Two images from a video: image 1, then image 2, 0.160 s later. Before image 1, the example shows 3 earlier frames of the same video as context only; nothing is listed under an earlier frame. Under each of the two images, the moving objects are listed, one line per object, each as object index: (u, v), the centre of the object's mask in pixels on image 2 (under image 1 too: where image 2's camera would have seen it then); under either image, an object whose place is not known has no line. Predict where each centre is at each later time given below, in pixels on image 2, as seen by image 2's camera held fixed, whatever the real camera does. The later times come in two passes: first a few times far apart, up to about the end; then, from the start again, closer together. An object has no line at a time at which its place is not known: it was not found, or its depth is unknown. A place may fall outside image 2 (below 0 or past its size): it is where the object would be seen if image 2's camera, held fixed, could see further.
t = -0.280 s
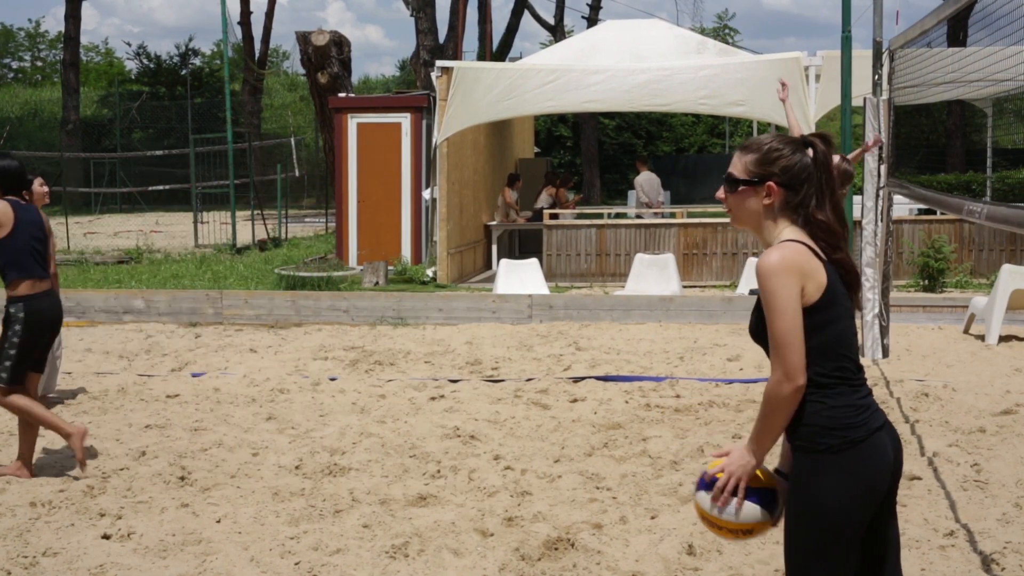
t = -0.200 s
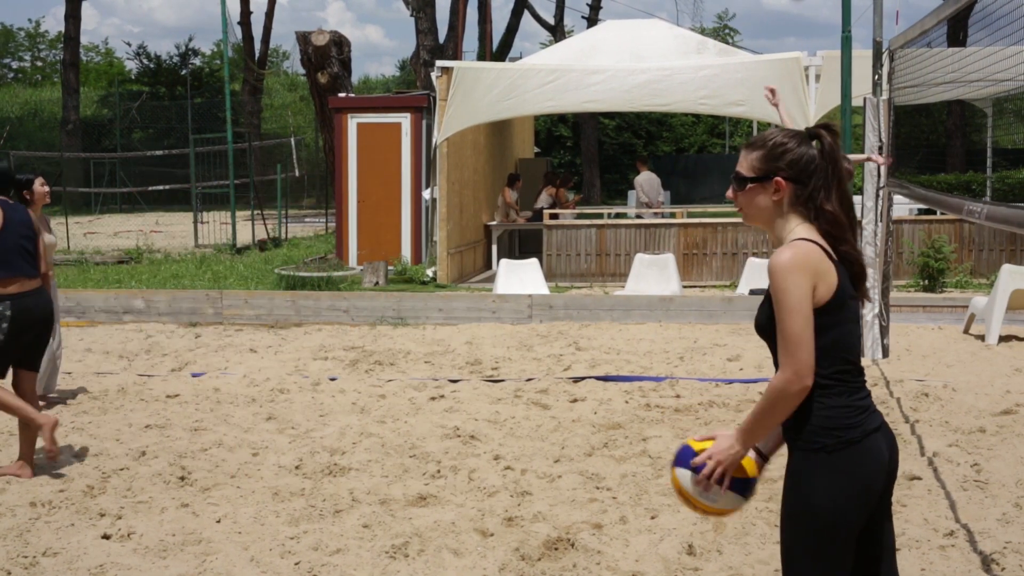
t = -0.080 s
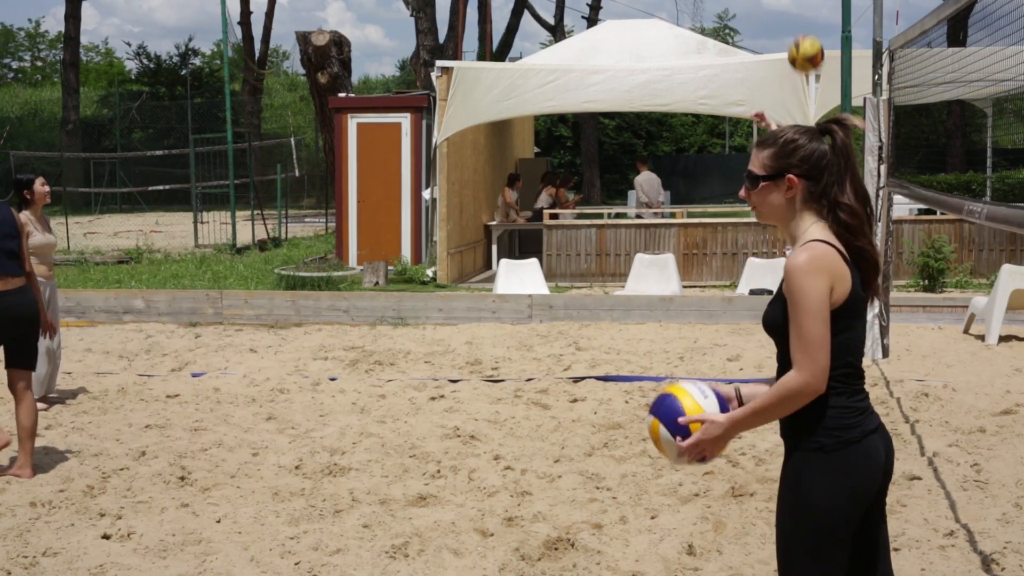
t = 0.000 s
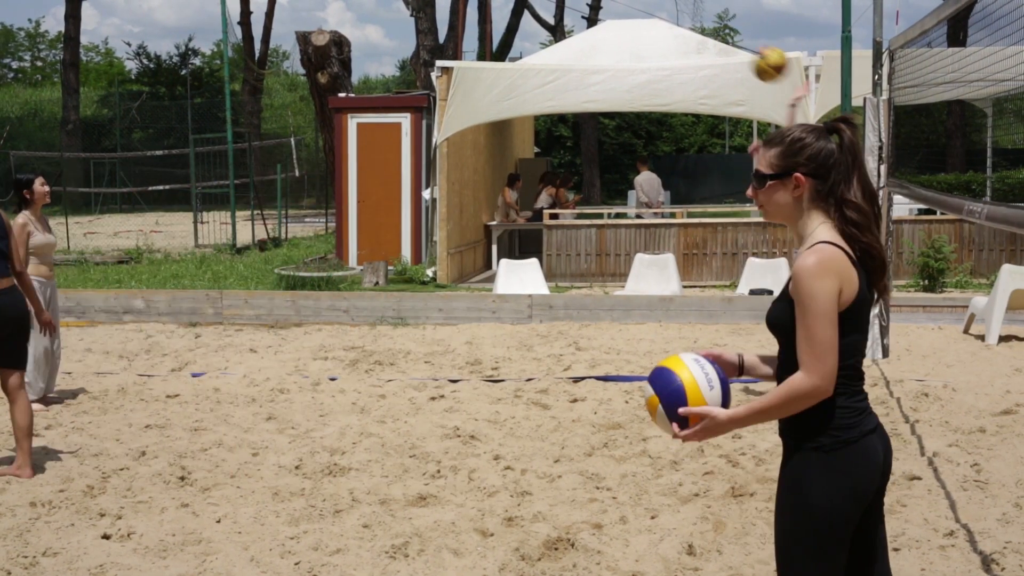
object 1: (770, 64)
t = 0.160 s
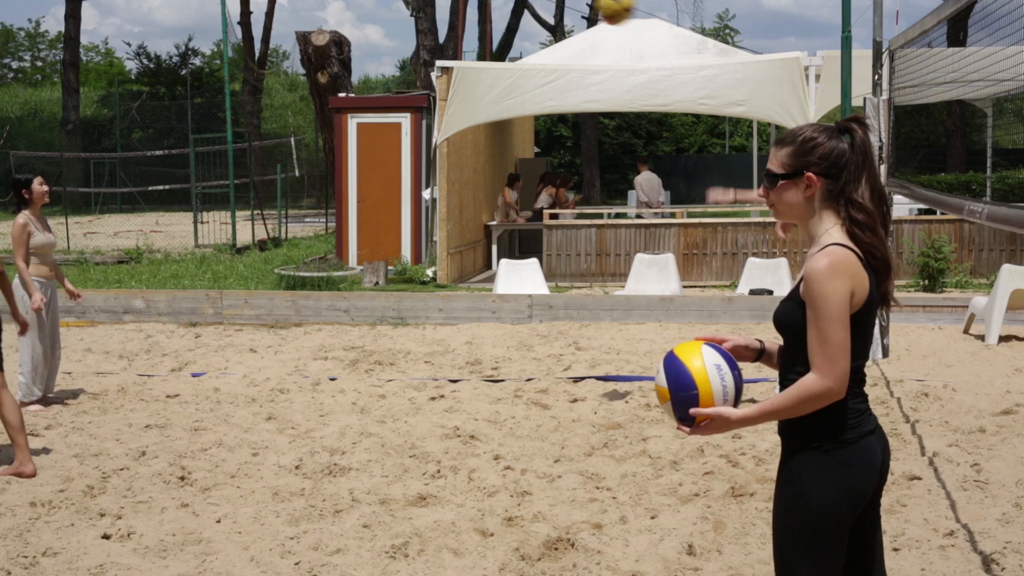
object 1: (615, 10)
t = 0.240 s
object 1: (535, 5)
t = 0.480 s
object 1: (296, 14)
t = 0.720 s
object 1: (56, 141)
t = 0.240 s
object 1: (535, 5)
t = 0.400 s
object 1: (376, 6)
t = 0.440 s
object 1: (336, 9)
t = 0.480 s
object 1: (296, 14)
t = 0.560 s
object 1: (216, 45)
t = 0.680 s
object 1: (95, 113)
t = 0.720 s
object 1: (56, 141)
